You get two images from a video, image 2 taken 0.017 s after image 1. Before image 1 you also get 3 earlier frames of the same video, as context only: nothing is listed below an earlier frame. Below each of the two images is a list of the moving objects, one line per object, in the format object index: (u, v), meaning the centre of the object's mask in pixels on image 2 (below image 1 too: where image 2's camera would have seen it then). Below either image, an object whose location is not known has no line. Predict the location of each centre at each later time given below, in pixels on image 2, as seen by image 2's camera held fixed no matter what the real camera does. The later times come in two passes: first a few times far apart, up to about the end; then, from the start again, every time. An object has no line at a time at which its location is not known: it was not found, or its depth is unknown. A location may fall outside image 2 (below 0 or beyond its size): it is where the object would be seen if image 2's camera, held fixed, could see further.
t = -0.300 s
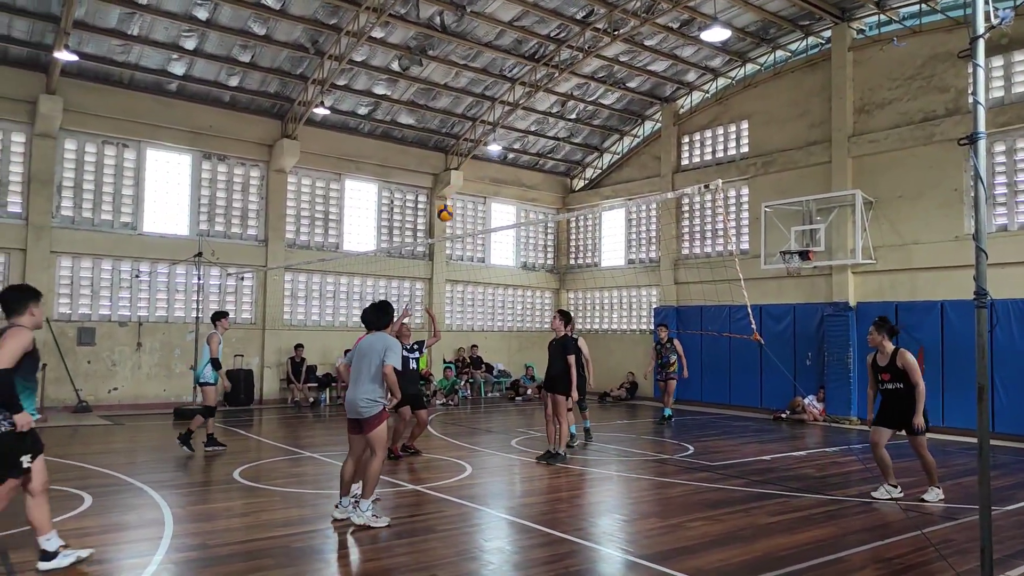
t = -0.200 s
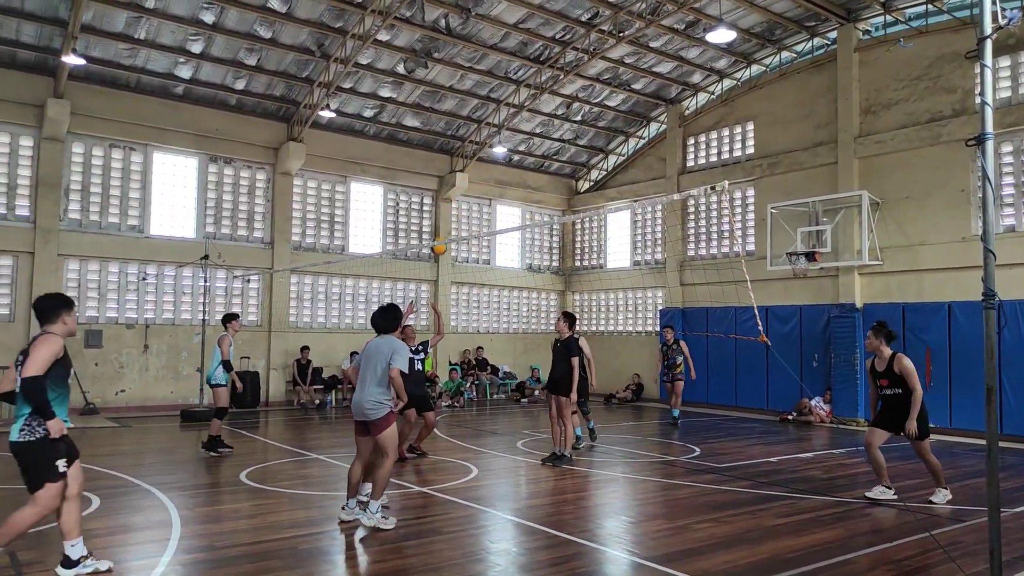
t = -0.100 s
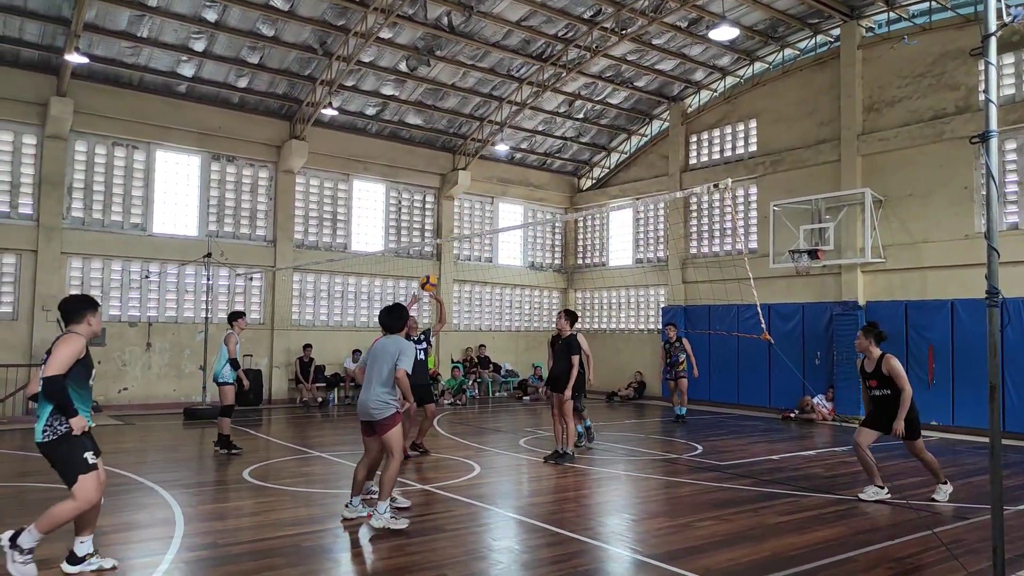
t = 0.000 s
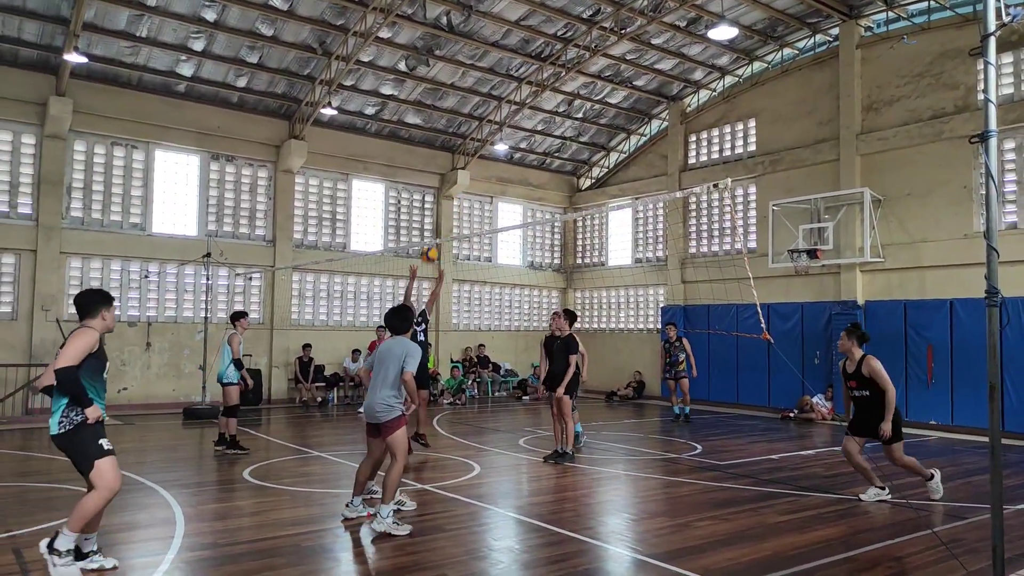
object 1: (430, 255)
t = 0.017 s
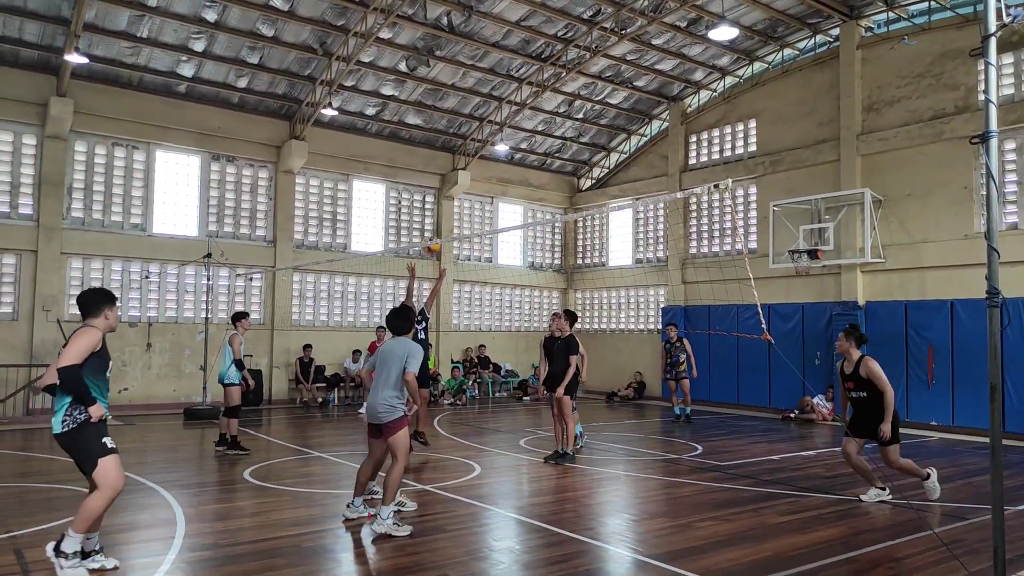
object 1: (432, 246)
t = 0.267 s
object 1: (455, 119)
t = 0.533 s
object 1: (480, 36)
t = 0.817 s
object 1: (510, 14)
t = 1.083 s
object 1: (541, 69)
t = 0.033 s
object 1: (433, 234)
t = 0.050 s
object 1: (435, 226)
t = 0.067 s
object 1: (436, 217)
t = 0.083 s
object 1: (437, 208)
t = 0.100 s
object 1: (439, 198)
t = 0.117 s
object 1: (440, 190)
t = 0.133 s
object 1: (441, 182)
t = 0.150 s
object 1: (444, 173)
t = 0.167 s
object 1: (445, 164)
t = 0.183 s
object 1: (447, 156)
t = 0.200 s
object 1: (448, 148)
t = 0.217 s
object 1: (450, 141)
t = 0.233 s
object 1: (451, 134)
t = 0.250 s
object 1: (453, 127)
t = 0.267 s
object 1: (455, 119)
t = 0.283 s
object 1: (457, 113)
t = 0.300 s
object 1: (457, 106)
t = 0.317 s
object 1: (459, 99)
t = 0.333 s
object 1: (461, 93)
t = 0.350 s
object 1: (462, 87)
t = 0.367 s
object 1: (464, 82)
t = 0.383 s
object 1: (466, 76)
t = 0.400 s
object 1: (467, 71)
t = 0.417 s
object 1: (469, 66)
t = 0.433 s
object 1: (471, 61)
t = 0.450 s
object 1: (472, 56)
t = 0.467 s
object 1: (474, 52)
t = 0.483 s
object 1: (475, 48)
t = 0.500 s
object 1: (477, 43)
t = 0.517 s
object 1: (479, 40)
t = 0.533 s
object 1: (480, 36)
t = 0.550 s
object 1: (482, 33)
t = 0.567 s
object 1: (483, 30)
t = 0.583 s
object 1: (485, 28)
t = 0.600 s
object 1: (486, 24)
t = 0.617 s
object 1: (488, 22)
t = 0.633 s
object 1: (489, 20)
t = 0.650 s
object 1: (491, 18)
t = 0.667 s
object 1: (493, 16)
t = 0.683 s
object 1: (494, 15)
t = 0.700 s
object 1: (496, 14)
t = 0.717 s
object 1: (498, 13)
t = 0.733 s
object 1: (500, 13)
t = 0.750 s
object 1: (502, 13)
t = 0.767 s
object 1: (504, 12)
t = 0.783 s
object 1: (506, 13)
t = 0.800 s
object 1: (508, 13)
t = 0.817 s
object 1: (510, 14)
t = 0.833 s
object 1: (512, 15)
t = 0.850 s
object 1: (514, 16)
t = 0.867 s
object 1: (515, 18)
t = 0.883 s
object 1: (517, 20)
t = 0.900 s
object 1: (519, 22)
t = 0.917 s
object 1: (521, 25)
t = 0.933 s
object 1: (523, 28)
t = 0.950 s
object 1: (525, 30)
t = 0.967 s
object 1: (527, 34)
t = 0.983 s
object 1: (529, 38)
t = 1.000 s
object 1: (531, 43)
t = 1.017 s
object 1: (533, 47)
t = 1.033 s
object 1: (535, 52)
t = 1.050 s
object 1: (537, 57)
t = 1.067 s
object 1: (539, 63)
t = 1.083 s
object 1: (541, 69)
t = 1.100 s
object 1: (543, 75)
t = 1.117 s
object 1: (545, 81)
